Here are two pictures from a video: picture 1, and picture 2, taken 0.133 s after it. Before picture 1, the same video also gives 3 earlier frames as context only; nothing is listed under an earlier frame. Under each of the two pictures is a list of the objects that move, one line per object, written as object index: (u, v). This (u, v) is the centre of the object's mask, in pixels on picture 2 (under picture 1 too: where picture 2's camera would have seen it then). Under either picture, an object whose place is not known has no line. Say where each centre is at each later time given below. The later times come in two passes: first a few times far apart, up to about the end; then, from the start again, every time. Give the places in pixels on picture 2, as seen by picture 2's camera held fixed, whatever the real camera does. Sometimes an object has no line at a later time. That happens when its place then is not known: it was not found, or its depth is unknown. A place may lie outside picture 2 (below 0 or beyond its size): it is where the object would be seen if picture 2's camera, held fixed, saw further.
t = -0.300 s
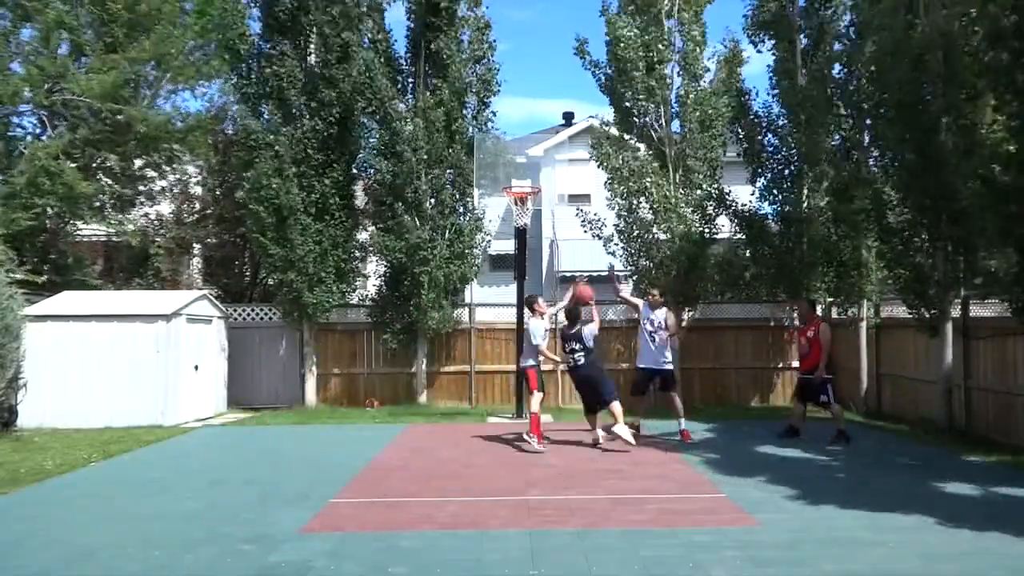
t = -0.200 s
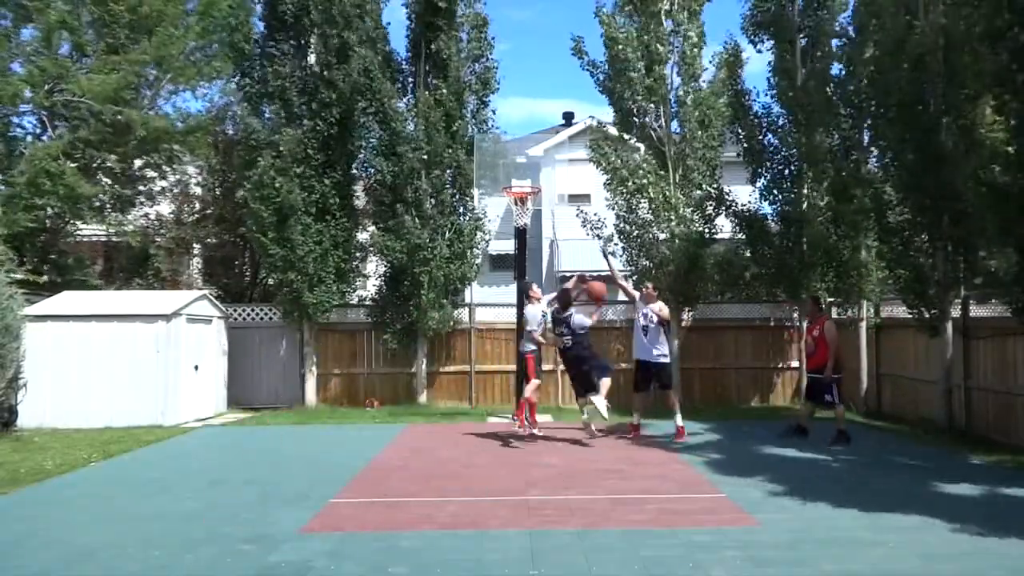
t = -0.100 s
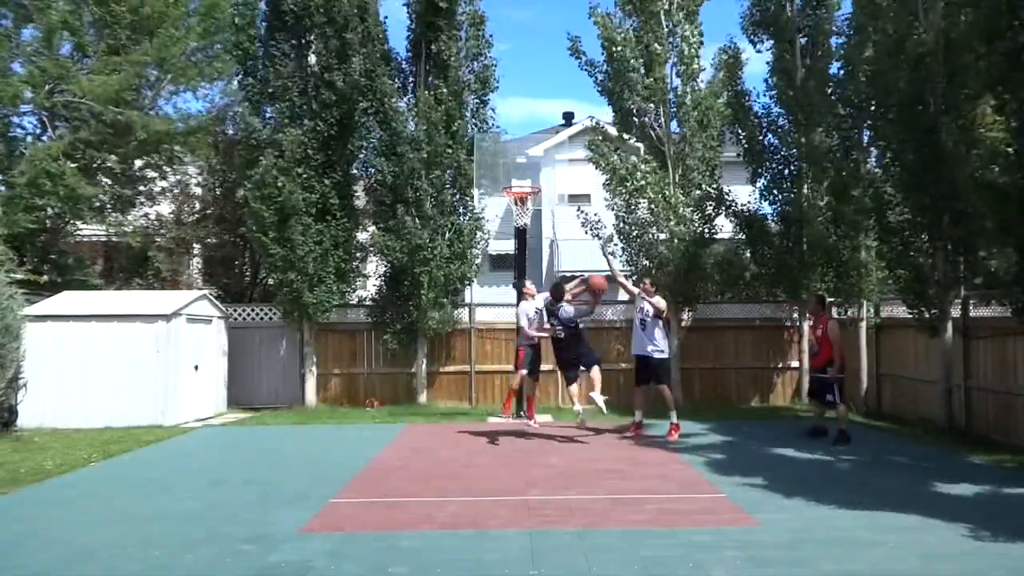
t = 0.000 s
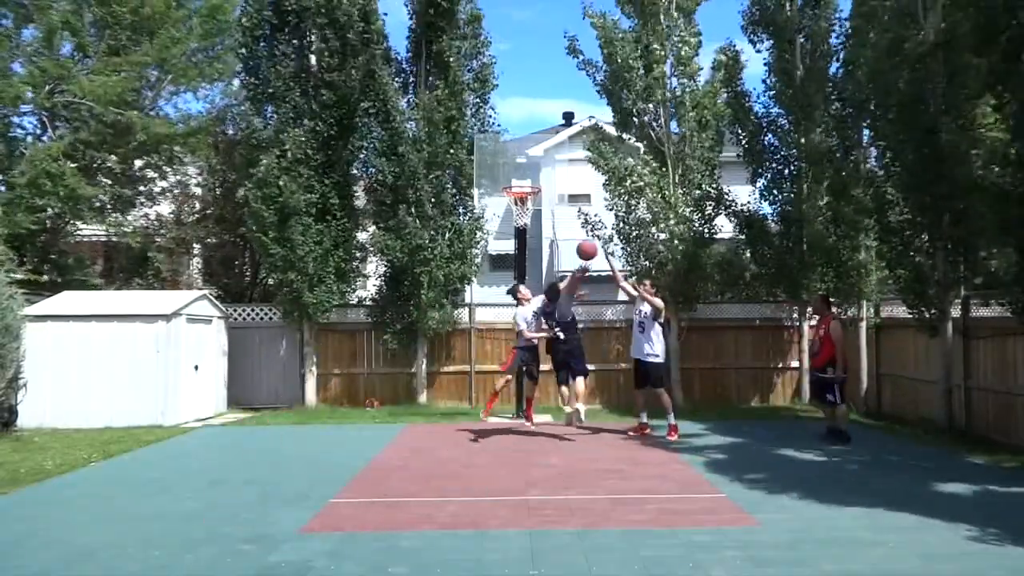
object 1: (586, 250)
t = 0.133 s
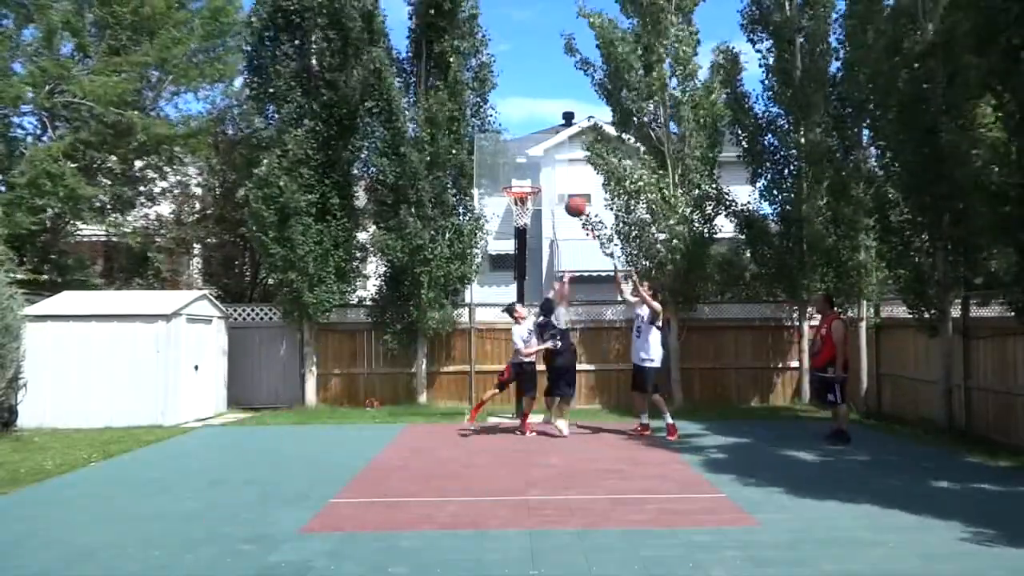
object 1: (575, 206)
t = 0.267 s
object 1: (564, 179)
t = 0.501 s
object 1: (547, 170)
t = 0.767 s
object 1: (555, 179)
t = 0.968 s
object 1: (577, 206)
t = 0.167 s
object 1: (572, 198)
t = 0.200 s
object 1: (569, 191)
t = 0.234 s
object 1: (566, 185)
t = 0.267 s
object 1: (564, 179)
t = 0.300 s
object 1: (561, 175)
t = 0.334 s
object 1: (558, 172)
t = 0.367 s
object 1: (556, 170)
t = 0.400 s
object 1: (554, 169)
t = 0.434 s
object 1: (552, 168)
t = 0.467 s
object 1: (550, 169)
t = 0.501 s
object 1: (547, 170)
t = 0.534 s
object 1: (545, 173)
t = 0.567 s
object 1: (543, 176)
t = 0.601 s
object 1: (541, 179)
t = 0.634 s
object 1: (542, 179)
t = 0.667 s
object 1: (546, 178)
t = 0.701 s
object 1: (548, 177)
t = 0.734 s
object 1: (552, 178)
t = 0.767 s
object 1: (555, 179)
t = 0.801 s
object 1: (559, 181)
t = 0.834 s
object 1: (562, 185)
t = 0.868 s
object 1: (566, 189)
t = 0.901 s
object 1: (568, 194)
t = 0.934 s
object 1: (572, 200)
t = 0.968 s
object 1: (577, 206)
